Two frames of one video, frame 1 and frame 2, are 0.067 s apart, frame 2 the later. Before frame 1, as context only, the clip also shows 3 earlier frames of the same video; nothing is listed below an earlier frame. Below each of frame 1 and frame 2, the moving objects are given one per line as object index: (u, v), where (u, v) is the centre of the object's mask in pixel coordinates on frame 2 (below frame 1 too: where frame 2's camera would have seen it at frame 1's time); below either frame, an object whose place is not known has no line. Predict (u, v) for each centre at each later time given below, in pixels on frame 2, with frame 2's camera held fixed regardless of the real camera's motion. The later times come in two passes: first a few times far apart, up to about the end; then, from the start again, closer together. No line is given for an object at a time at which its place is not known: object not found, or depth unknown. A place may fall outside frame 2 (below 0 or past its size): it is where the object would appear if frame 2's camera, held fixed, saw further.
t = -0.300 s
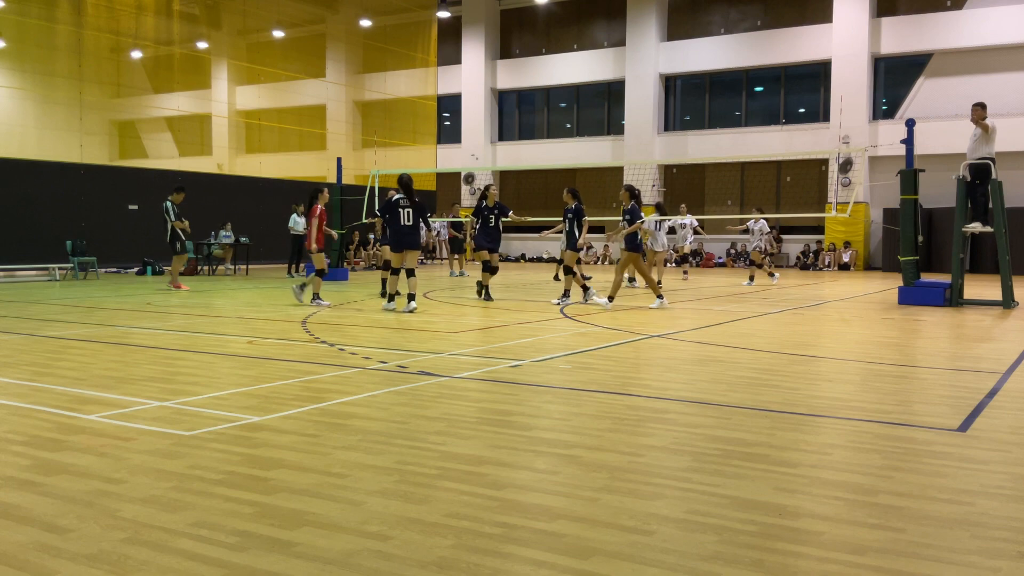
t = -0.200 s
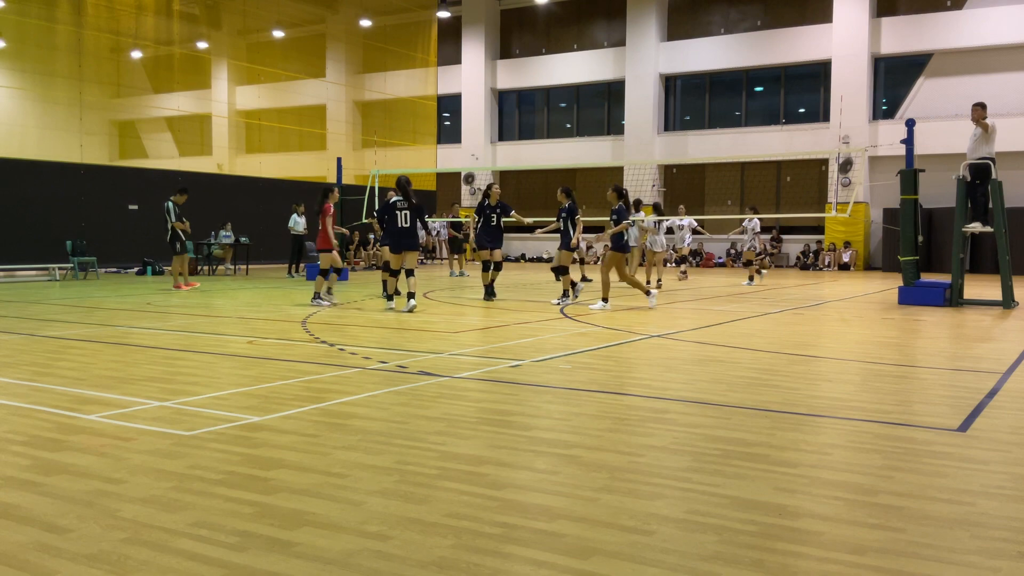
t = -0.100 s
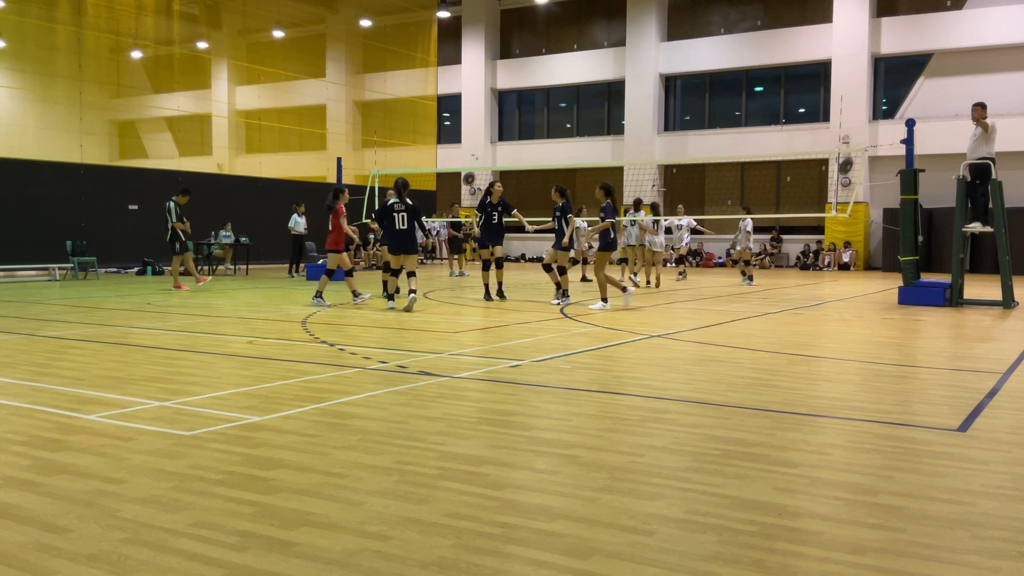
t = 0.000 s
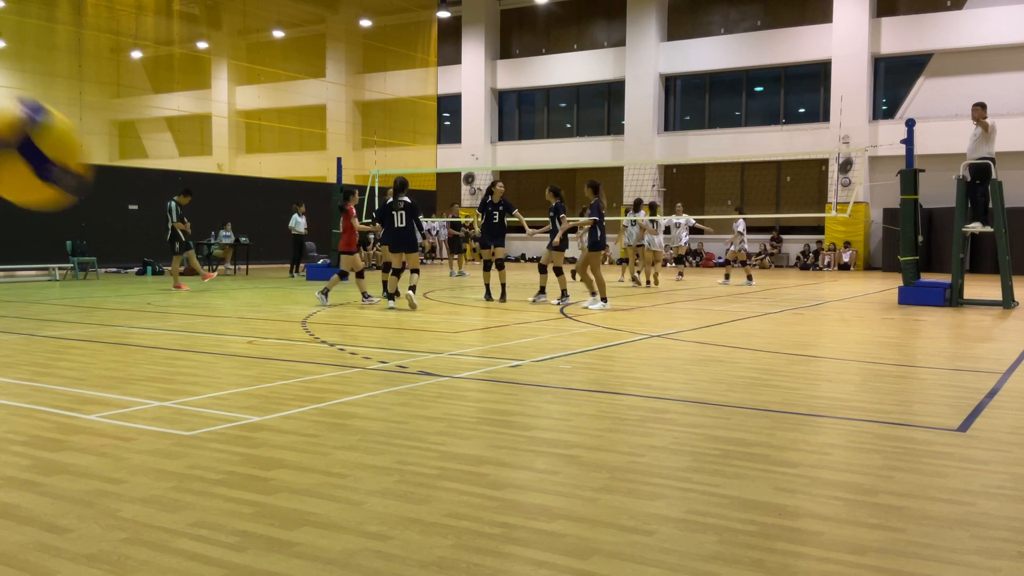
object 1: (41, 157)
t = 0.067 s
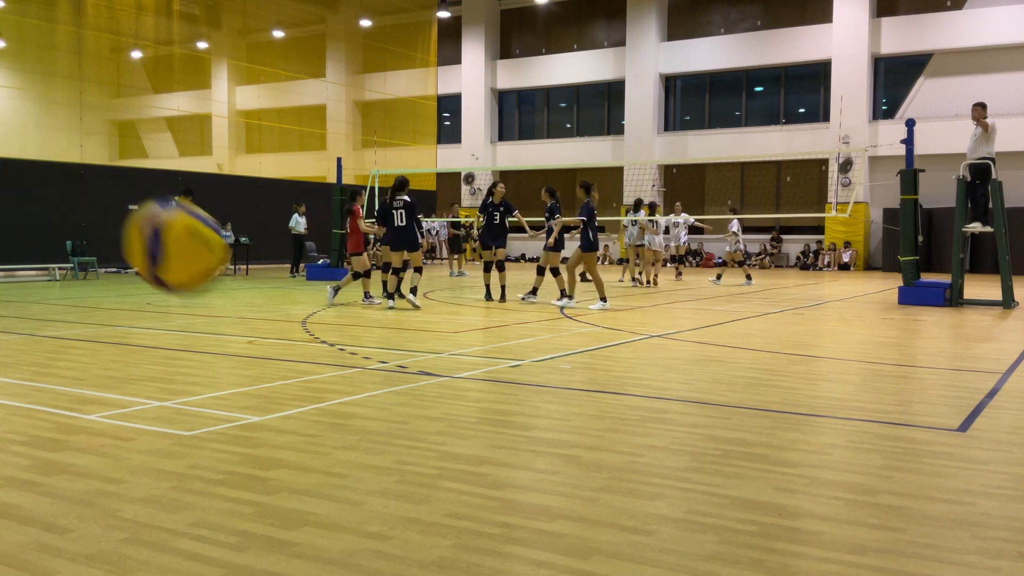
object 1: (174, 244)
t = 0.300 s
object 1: (493, 474)
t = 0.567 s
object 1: (634, 250)
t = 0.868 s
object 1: (759, 259)
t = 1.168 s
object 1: (857, 428)
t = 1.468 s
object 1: (946, 295)
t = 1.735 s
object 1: (1005, 342)
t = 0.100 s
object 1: (241, 293)
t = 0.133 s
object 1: (296, 340)
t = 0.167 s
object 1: (347, 387)
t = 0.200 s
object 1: (393, 433)
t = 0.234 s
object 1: (434, 478)
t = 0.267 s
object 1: (473, 520)
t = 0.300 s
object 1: (493, 474)
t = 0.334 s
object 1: (512, 432)
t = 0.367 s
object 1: (530, 395)
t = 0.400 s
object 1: (549, 360)
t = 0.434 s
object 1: (568, 330)
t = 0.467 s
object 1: (584, 307)
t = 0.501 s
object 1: (601, 283)
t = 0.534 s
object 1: (618, 265)
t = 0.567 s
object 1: (634, 250)
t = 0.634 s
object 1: (665, 231)
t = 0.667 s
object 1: (679, 225)
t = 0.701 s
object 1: (693, 224)
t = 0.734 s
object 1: (707, 226)
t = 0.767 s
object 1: (721, 230)
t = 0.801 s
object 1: (734, 237)
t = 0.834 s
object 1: (747, 247)
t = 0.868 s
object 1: (759, 259)
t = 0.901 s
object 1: (771, 275)
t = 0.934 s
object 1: (782, 292)
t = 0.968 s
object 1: (794, 312)
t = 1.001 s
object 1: (805, 335)
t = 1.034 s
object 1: (816, 360)
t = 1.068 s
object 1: (826, 385)
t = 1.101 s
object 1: (836, 415)
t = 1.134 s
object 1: (846, 445)
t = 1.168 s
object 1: (857, 428)
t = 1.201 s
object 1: (869, 400)
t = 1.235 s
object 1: (879, 379)
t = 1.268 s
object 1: (889, 359)
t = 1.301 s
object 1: (900, 341)
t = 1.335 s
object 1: (909, 327)
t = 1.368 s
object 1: (918, 315)
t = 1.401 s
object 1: (928, 305)
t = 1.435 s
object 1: (937, 298)
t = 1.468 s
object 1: (946, 295)
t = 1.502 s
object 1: (955, 292)
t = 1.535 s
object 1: (963, 293)
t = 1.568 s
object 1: (970, 296)
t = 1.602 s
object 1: (978, 301)
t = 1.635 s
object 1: (986, 309)
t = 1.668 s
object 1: (994, 318)
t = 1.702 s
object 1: (1001, 329)
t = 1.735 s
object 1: (1005, 342)
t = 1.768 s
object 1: (1009, 358)
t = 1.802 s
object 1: (1012, 375)
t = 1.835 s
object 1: (1015, 393)
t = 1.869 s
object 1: (1017, 409)
